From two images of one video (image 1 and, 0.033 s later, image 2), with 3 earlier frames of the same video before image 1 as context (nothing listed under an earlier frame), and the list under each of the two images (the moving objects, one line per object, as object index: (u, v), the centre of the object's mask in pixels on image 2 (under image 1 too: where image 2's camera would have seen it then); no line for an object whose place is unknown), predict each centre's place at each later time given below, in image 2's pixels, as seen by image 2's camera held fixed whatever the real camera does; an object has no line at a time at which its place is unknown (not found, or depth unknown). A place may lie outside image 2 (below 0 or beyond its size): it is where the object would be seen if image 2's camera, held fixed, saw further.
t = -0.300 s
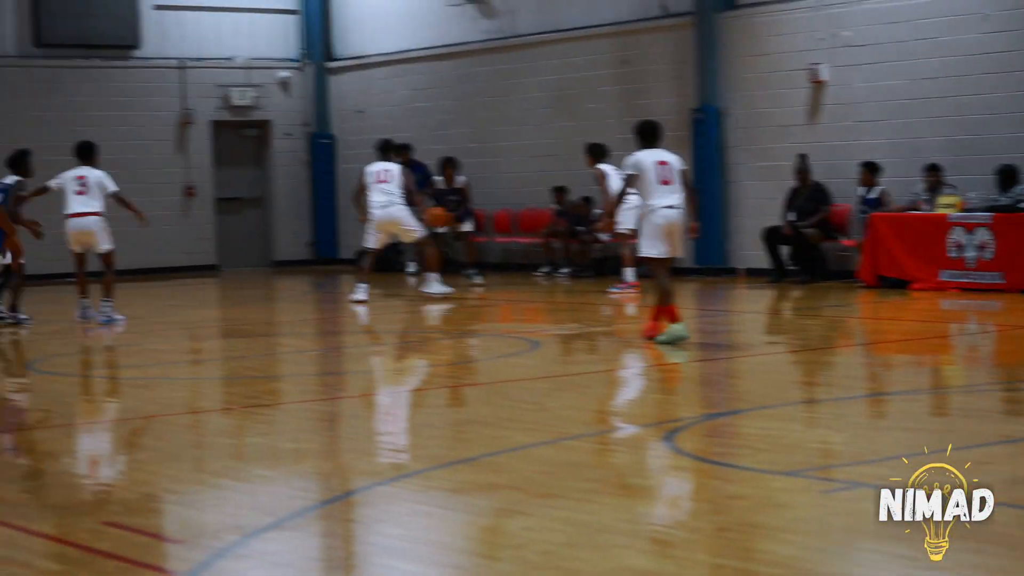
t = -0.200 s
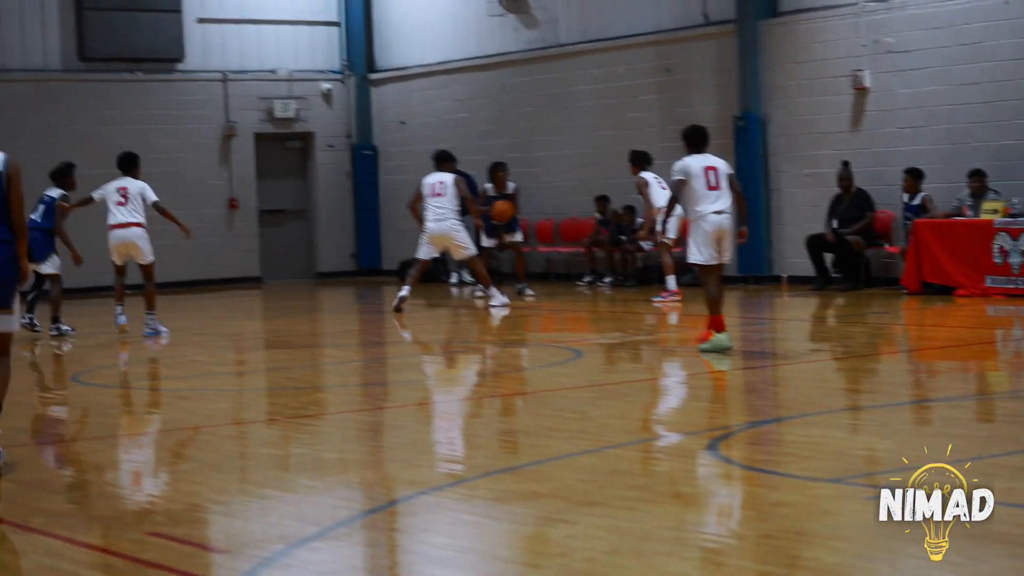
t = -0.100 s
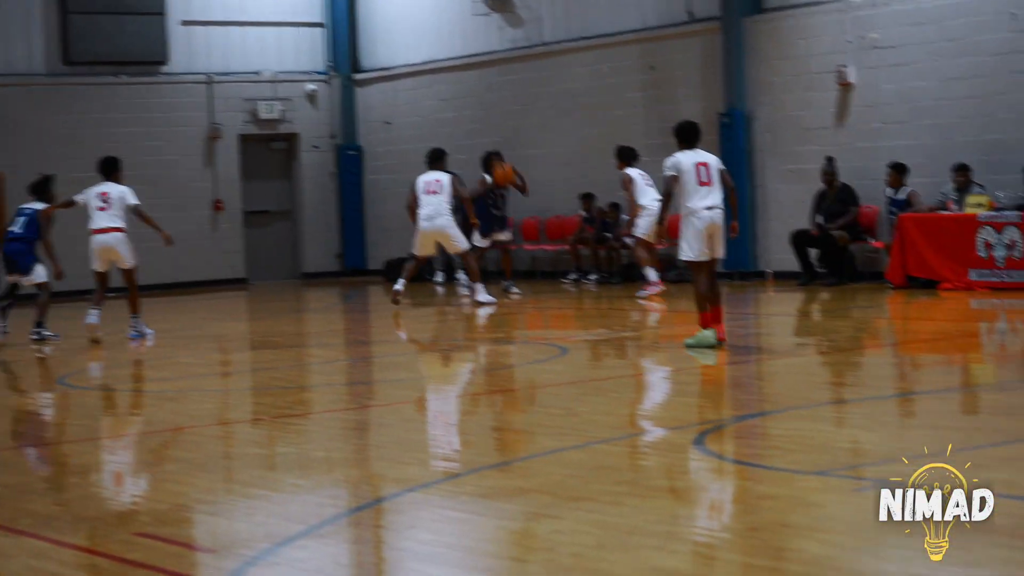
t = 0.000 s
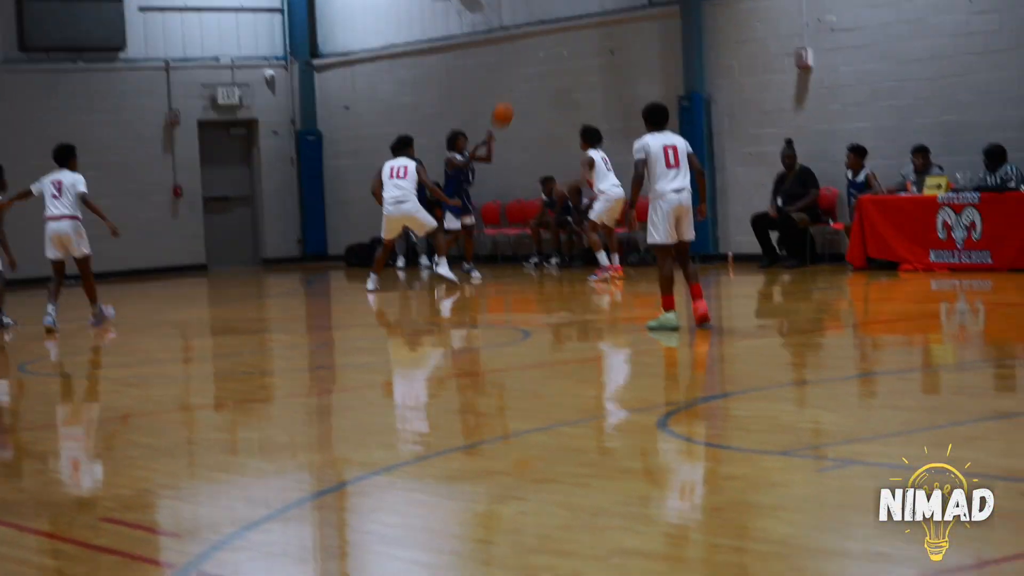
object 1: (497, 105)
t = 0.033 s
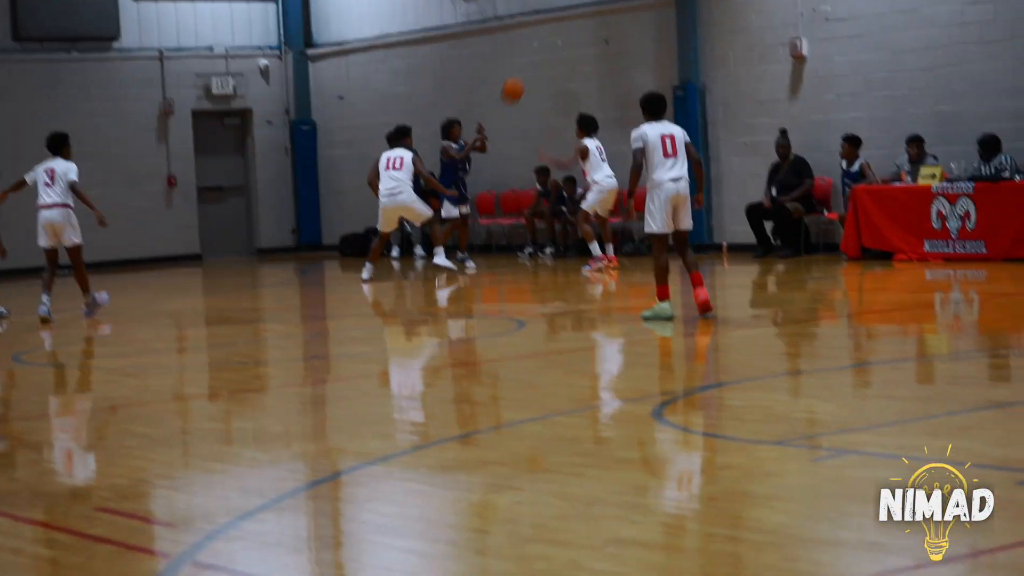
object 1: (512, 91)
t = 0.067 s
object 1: (528, 77)
